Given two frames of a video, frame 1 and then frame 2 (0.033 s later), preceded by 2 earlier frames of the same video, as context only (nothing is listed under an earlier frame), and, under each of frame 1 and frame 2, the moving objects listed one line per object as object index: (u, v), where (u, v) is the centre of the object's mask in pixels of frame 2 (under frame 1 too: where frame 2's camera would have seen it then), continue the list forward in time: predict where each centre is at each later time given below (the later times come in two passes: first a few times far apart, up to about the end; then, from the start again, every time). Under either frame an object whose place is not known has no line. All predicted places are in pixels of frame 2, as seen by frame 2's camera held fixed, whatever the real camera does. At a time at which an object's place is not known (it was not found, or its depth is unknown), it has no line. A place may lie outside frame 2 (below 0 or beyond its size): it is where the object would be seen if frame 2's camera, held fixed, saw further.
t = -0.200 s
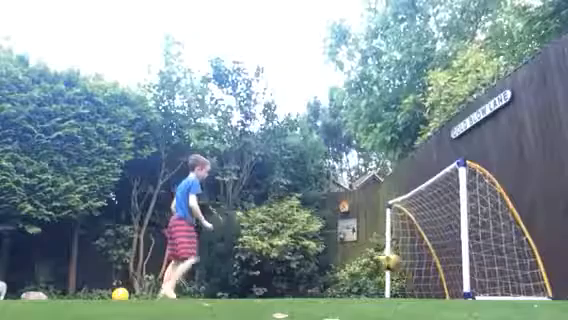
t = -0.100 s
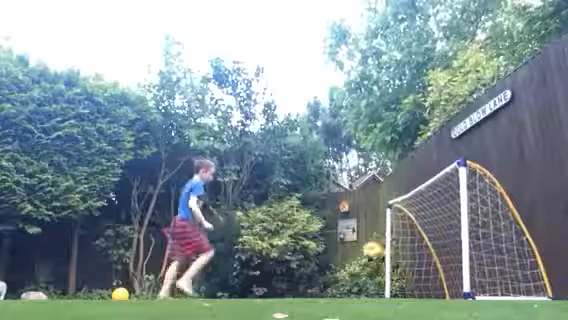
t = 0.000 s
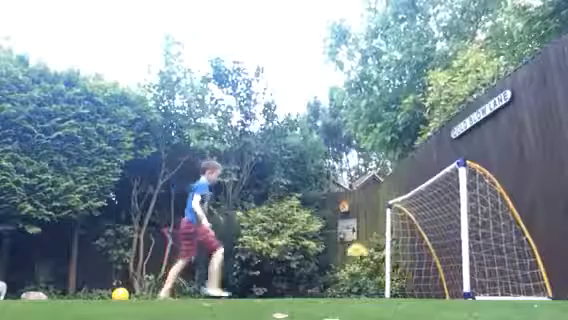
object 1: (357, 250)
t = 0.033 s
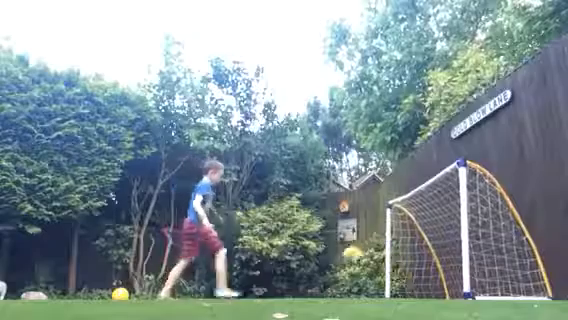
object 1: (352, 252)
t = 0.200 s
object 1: (327, 285)
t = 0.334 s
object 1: (308, 274)
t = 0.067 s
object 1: (347, 257)
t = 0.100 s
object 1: (342, 263)
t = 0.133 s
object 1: (336, 269)
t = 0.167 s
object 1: (332, 277)
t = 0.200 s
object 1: (327, 285)
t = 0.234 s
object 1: (322, 288)
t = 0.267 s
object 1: (317, 283)
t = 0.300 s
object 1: (313, 278)
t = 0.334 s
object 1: (308, 274)
